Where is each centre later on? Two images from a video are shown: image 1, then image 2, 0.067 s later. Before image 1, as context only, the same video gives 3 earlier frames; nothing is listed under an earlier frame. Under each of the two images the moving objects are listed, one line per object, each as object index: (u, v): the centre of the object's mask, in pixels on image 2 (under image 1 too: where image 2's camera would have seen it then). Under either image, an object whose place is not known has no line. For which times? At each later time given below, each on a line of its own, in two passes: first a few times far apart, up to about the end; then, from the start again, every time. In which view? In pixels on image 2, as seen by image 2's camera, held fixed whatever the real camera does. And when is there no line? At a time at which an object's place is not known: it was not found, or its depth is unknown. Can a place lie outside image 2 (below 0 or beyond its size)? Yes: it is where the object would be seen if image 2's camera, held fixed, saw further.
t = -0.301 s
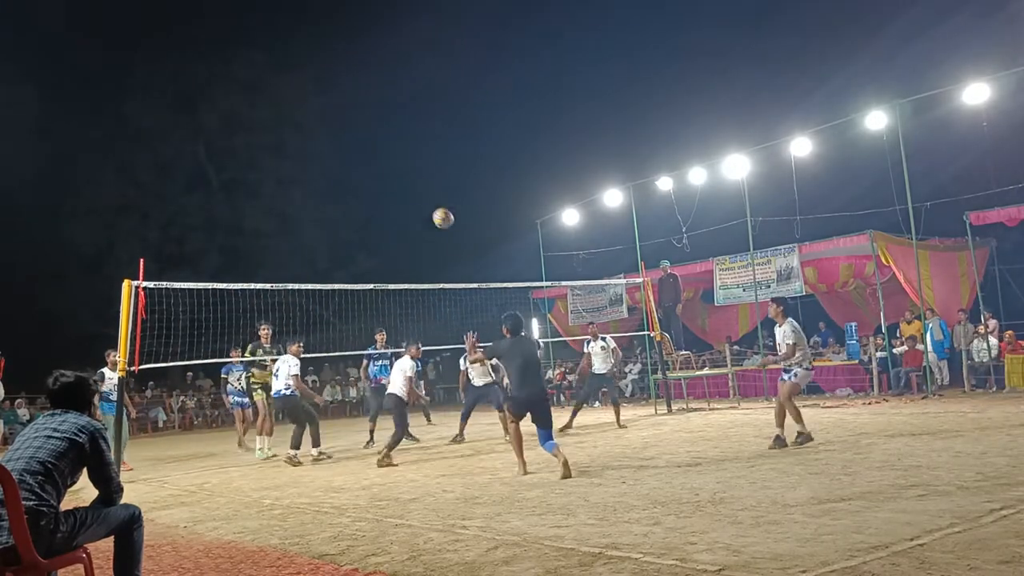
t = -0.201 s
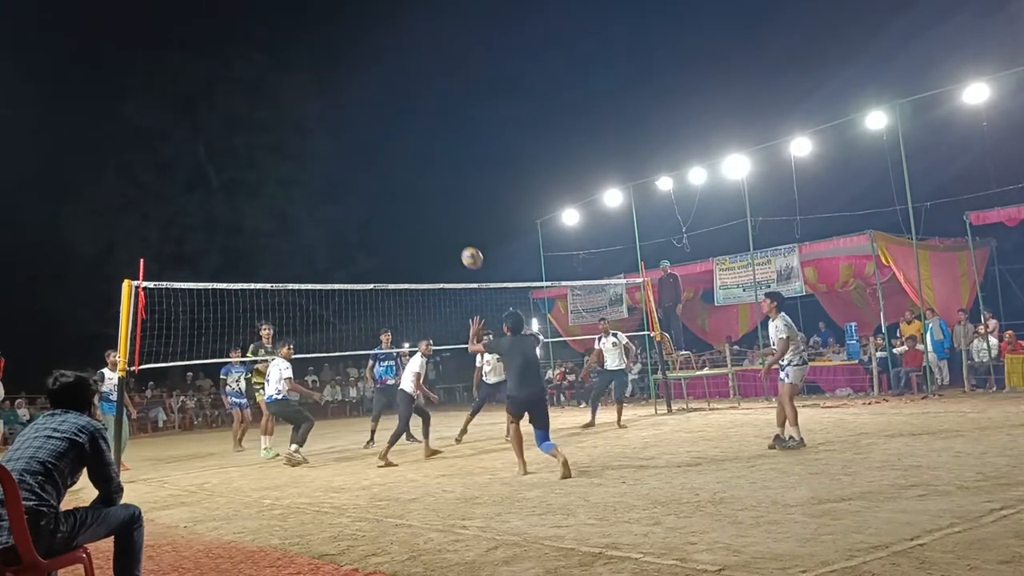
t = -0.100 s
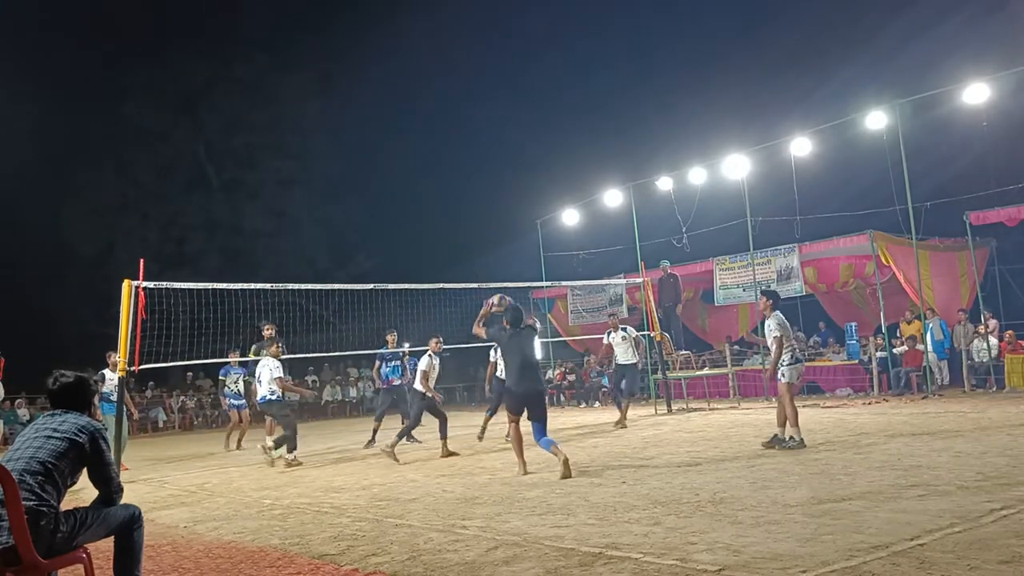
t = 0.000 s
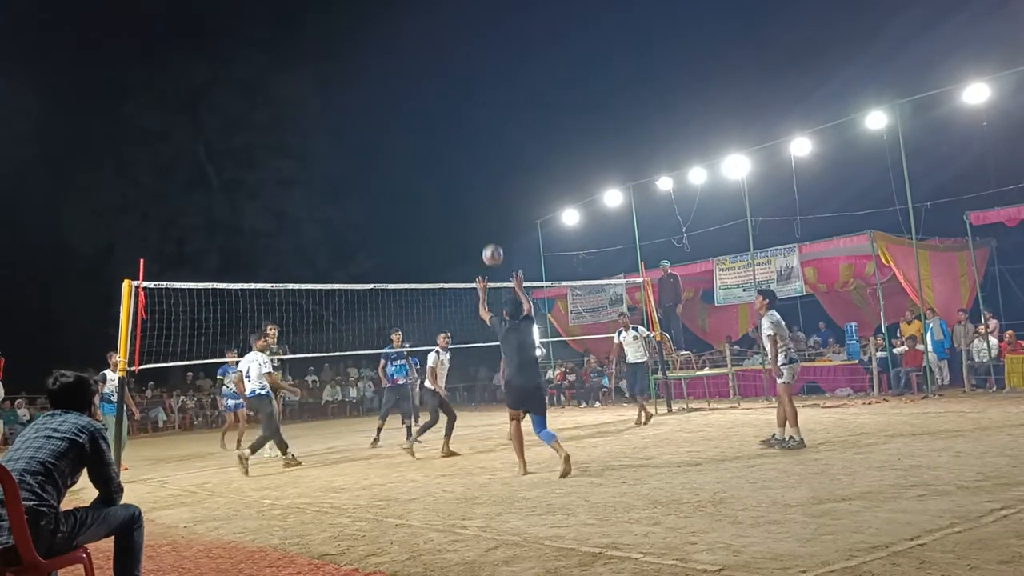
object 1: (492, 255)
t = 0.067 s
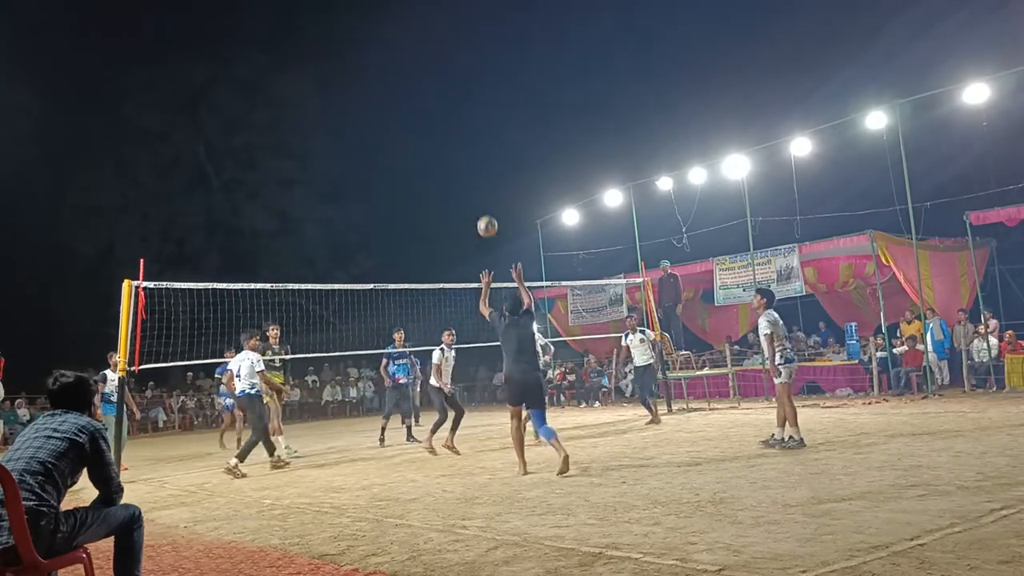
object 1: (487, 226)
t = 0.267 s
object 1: (473, 169)
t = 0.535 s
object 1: (460, 153)
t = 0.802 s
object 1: (452, 190)
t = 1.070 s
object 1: (448, 269)
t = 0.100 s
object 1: (484, 214)
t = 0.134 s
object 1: (482, 203)
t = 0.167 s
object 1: (480, 192)
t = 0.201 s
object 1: (477, 184)
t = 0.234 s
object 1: (475, 176)
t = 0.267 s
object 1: (473, 169)
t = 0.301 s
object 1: (471, 164)
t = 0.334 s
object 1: (470, 160)
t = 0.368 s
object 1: (468, 157)
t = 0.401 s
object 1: (466, 154)
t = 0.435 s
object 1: (465, 153)
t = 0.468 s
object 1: (463, 152)
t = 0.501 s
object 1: (462, 152)
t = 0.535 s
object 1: (460, 153)
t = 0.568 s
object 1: (459, 155)
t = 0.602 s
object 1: (458, 158)
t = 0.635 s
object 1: (457, 161)
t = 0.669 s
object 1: (456, 166)
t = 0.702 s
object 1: (455, 171)
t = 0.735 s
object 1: (453, 176)
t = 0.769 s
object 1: (453, 183)
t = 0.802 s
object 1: (452, 190)
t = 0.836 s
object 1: (451, 198)
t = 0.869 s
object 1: (451, 206)
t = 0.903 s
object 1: (450, 215)
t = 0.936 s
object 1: (450, 225)
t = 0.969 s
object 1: (449, 235)
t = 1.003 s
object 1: (449, 246)
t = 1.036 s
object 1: (448, 257)
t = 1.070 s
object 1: (448, 269)
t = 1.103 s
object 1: (448, 281)
